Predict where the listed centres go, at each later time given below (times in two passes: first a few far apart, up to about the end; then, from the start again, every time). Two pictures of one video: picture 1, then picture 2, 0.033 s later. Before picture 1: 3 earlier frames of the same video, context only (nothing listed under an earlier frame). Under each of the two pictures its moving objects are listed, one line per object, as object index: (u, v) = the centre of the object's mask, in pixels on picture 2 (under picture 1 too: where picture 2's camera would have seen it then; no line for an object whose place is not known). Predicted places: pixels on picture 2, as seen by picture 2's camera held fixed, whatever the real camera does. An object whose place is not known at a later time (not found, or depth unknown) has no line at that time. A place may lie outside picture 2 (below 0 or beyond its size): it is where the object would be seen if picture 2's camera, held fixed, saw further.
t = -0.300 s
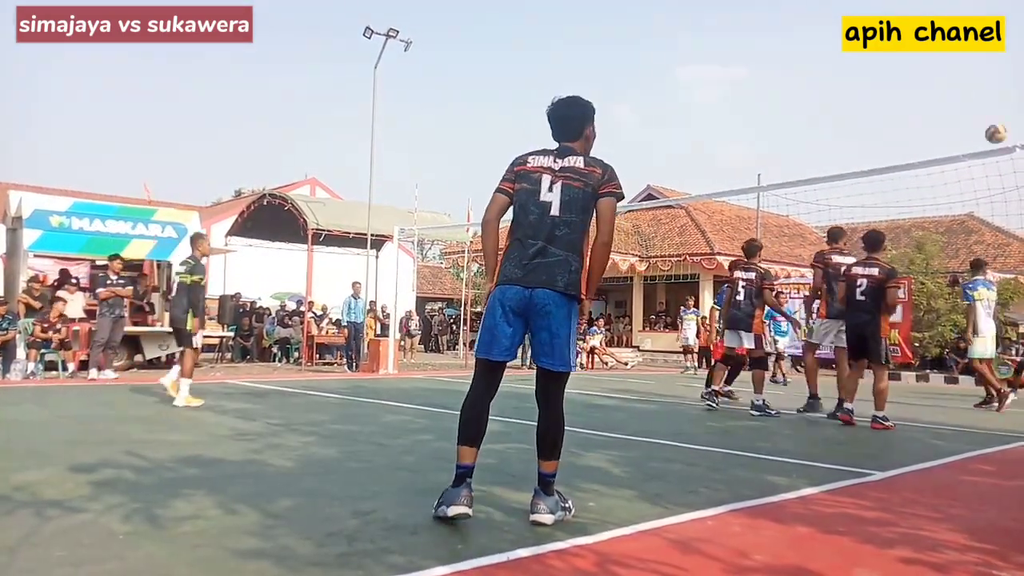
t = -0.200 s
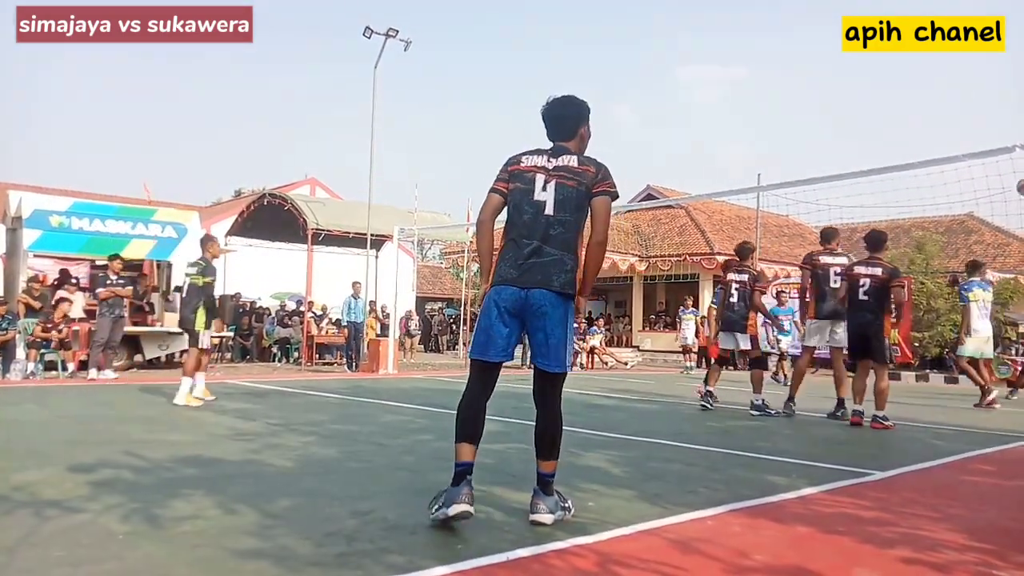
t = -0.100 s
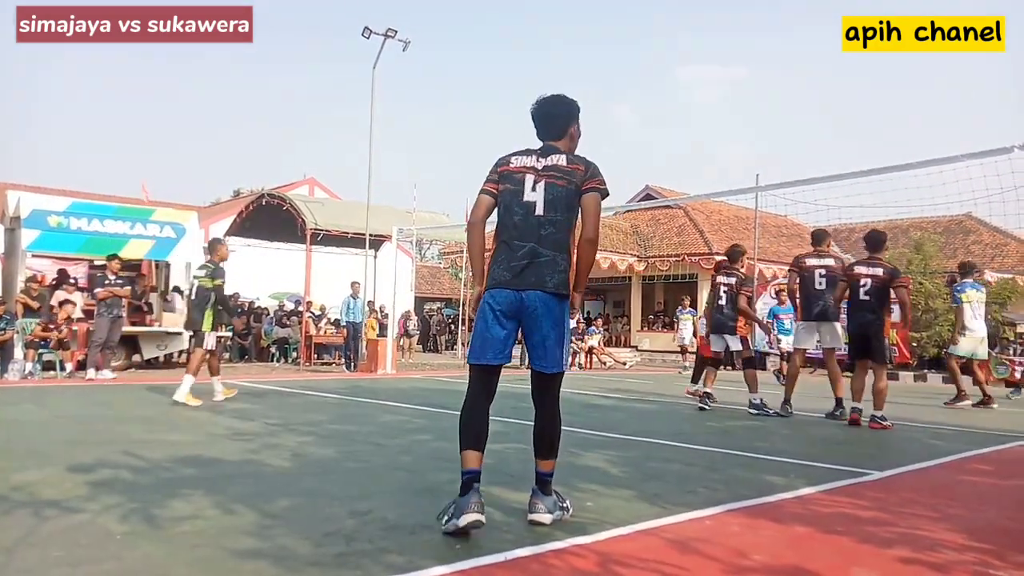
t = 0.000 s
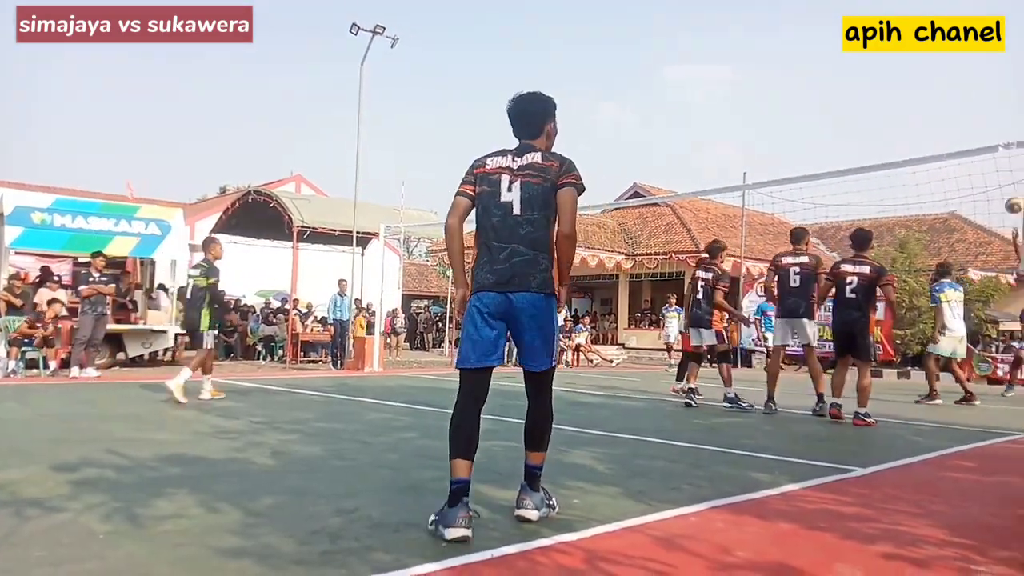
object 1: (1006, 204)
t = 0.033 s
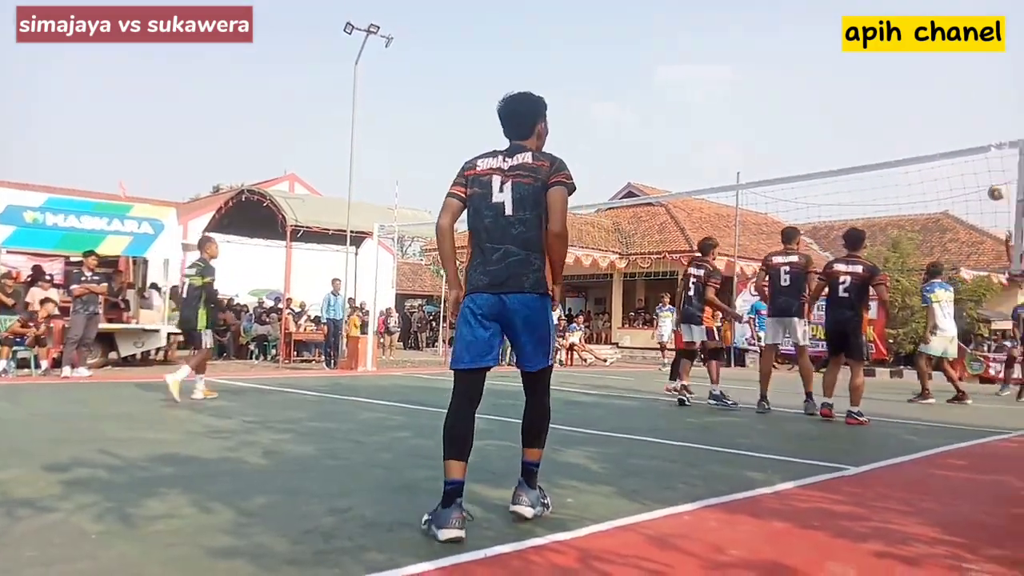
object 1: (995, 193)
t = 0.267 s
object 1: (931, 127)
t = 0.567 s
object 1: (852, 107)
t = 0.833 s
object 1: (786, 145)
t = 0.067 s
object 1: (987, 180)
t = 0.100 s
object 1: (977, 168)
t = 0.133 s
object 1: (969, 161)
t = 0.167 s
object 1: (959, 145)
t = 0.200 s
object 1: (951, 141)
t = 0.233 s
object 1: (941, 133)
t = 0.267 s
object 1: (931, 127)
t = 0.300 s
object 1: (922, 121)
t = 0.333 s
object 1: (913, 116)
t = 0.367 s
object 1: (904, 112)
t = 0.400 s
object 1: (895, 110)
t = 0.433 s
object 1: (886, 108)
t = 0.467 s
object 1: (878, 106)
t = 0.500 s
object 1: (869, 105)
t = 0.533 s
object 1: (860, 105)
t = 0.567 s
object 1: (852, 107)
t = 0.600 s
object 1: (844, 109)
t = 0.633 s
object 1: (835, 111)
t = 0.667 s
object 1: (826, 115)
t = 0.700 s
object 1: (819, 119)
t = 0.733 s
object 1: (810, 124)
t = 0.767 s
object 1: (802, 130)
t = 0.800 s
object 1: (794, 137)
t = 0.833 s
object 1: (786, 145)
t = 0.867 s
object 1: (778, 154)
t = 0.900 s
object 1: (770, 163)
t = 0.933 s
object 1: (763, 173)
